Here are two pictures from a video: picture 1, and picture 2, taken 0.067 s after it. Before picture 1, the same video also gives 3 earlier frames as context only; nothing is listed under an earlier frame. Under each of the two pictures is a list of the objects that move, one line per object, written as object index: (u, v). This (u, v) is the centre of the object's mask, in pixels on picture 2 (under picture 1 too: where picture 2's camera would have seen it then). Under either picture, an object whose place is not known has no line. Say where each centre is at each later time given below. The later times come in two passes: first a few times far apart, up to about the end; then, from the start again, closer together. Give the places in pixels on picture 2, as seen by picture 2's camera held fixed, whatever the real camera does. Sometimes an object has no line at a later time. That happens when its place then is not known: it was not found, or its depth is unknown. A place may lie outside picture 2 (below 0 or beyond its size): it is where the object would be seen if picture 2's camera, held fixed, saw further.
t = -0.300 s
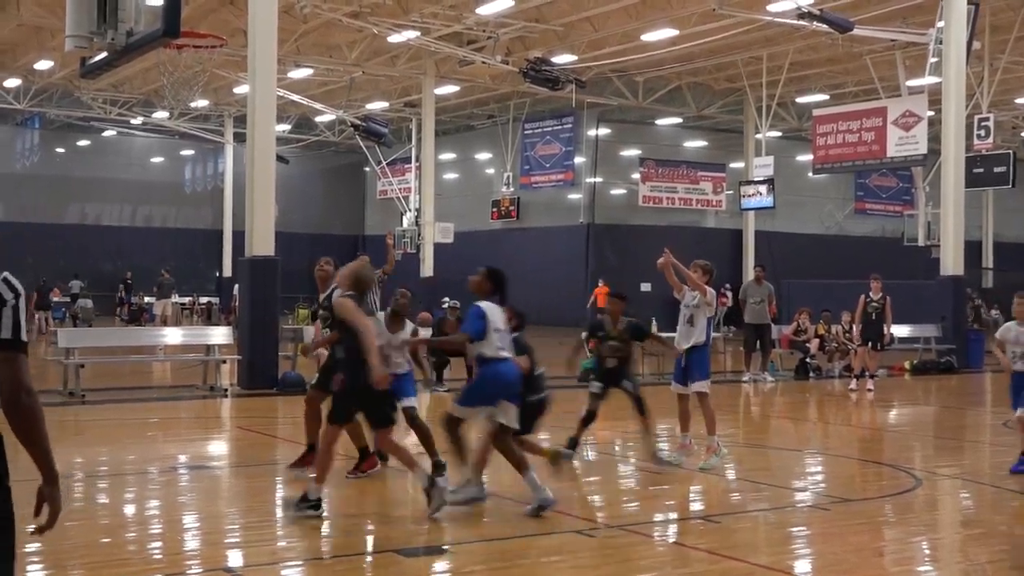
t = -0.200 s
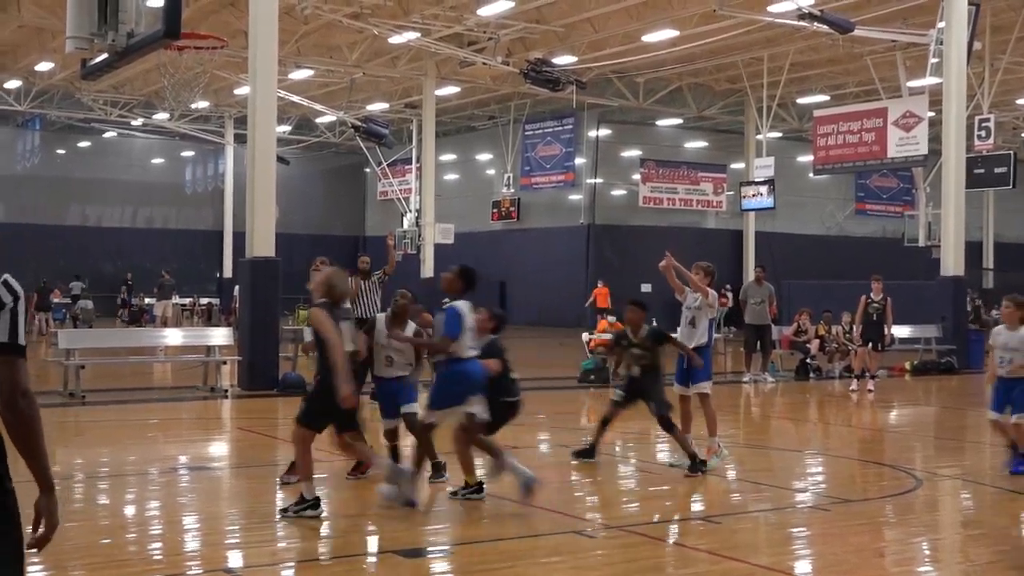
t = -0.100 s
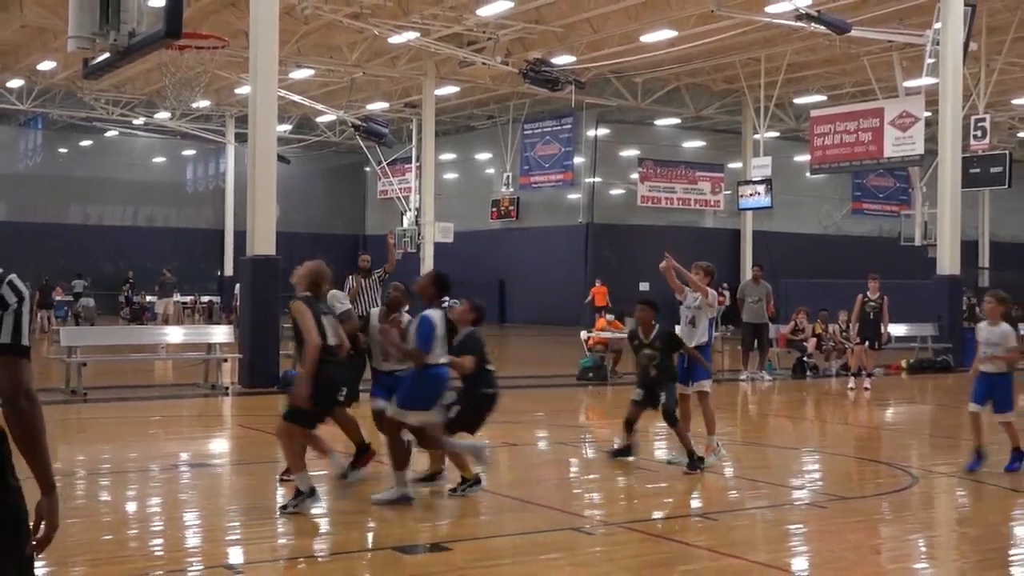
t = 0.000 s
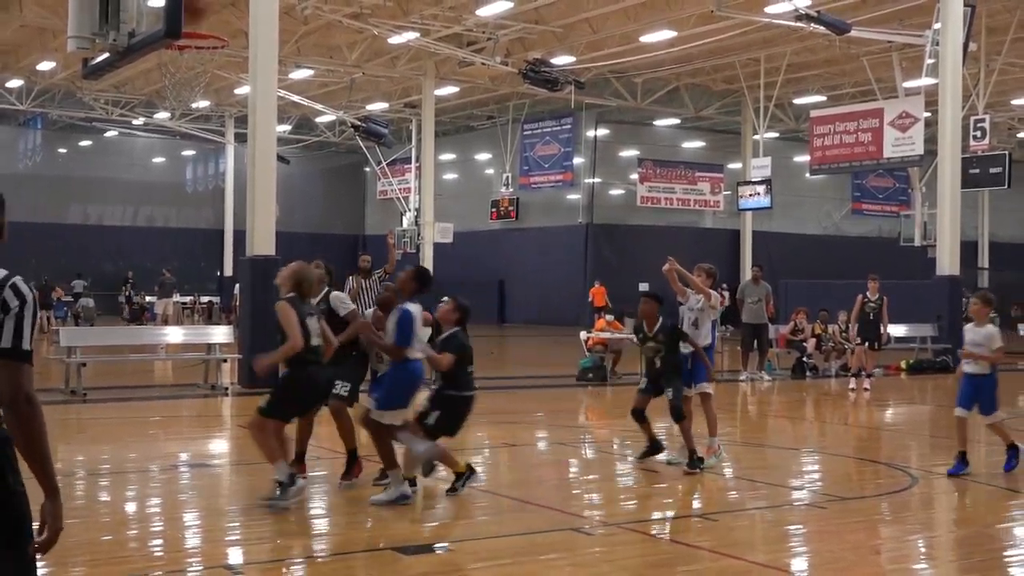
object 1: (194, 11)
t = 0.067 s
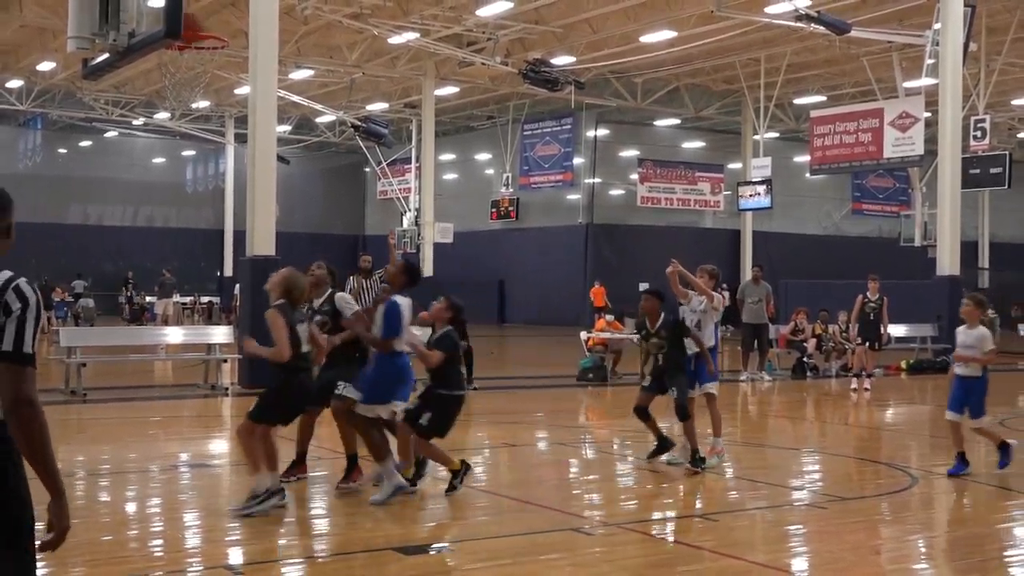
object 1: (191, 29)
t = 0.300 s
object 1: (264, 18)
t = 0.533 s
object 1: (322, 69)
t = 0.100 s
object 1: (202, 24)
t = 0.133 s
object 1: (217, 24)
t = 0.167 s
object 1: (227, 22)
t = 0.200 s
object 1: (236, 19)
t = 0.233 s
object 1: (245, 17)
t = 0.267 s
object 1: (255, 17)
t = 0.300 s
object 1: (264, 18)
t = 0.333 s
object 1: (272, 21)
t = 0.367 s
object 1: (281, 26)
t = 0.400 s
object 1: (290, 30)
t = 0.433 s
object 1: (298, 39)
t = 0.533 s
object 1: (322, 69)
